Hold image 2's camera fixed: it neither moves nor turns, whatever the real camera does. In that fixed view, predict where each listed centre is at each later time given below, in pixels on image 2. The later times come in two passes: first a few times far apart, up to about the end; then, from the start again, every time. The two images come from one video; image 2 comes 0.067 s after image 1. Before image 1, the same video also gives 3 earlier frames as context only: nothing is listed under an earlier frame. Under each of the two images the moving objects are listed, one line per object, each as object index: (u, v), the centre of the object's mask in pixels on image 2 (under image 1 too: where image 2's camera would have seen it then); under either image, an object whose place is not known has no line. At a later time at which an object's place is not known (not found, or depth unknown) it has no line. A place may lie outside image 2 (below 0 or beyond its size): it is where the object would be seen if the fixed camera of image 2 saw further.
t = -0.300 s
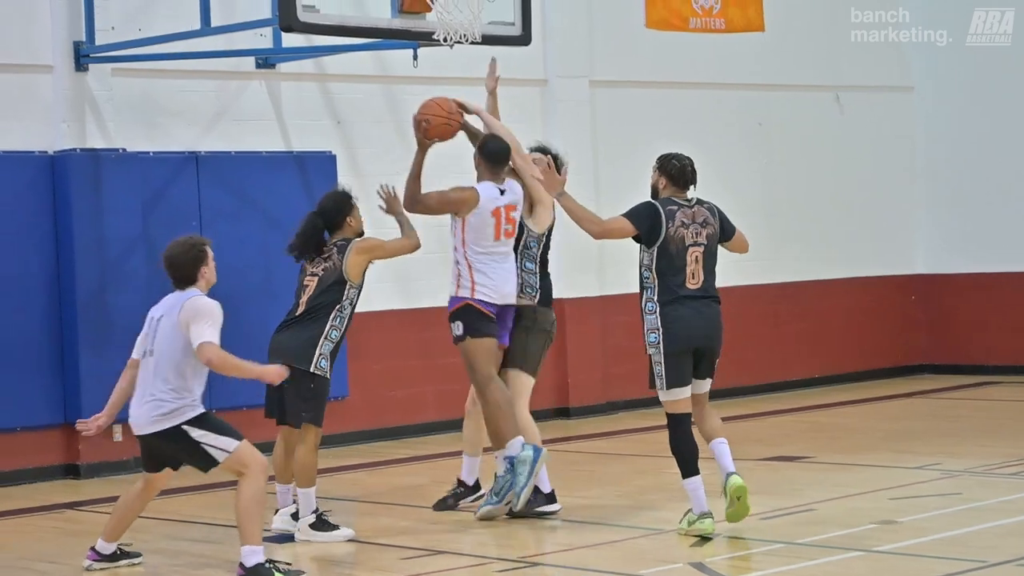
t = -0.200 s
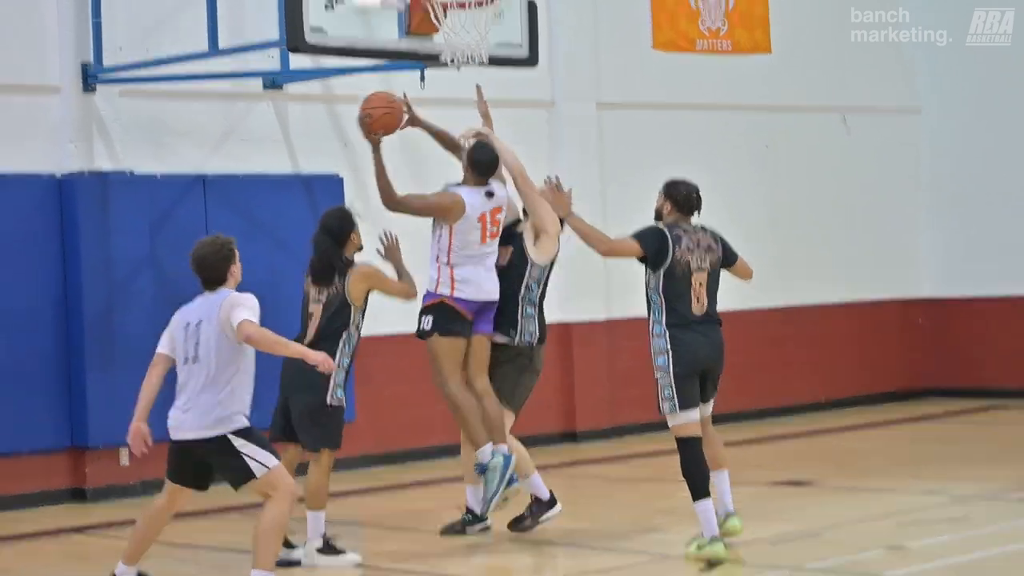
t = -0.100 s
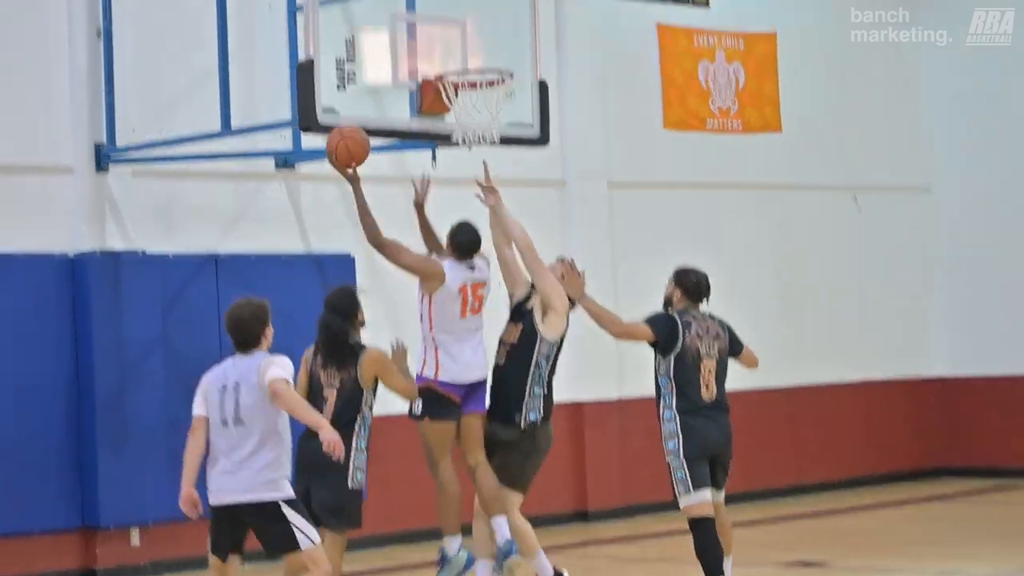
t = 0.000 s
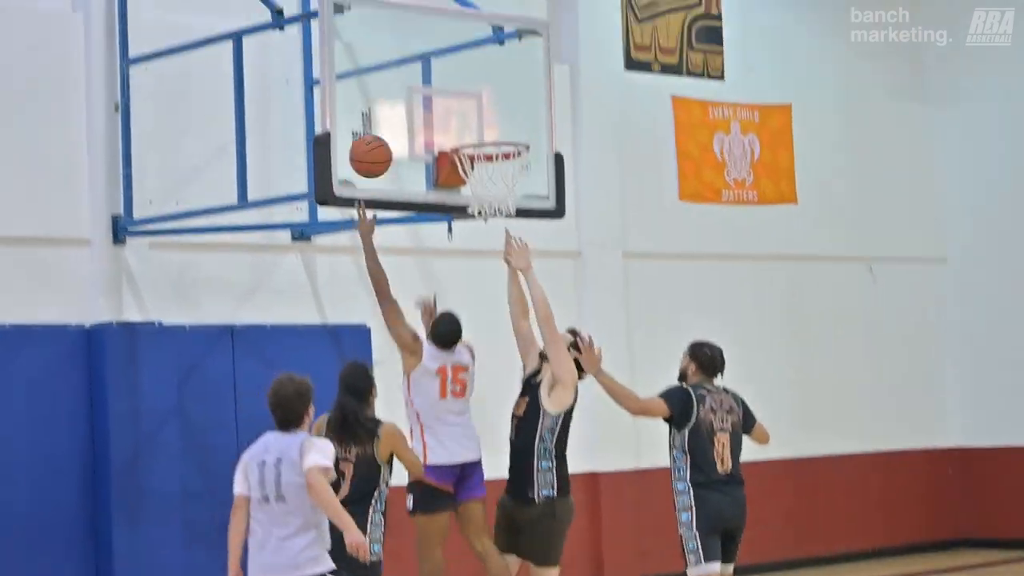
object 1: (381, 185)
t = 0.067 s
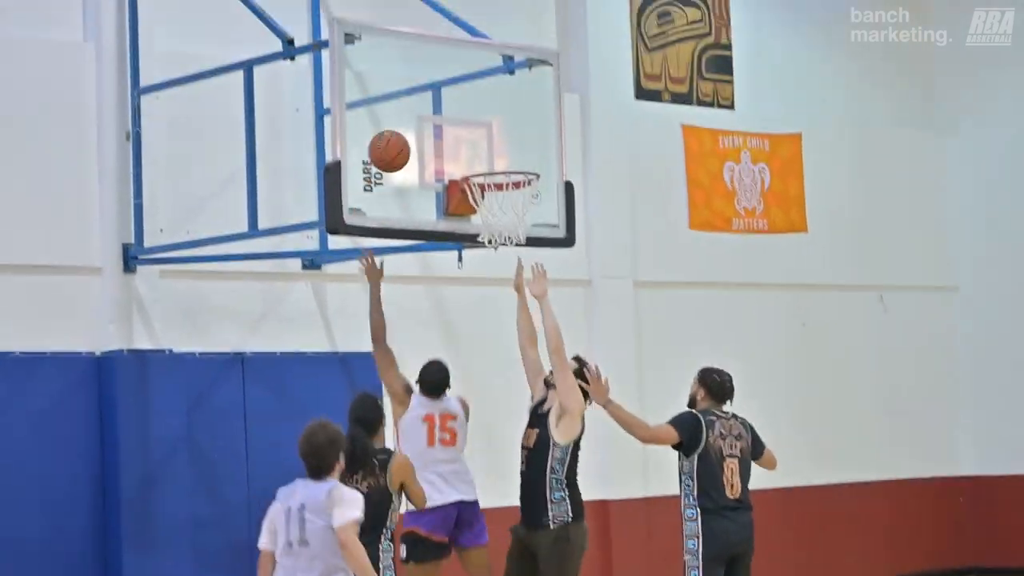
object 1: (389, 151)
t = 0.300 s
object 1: (420, 98)
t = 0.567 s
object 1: (457, 149)
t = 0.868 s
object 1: (503, 155)
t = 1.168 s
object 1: (483, 223)
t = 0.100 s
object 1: (393, 137)
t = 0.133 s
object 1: (398, 126)
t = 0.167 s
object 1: (402, 117)
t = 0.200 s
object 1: (407, 109)
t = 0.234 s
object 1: (411, 104)
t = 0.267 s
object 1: (415, 100)
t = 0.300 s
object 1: (420, 98)
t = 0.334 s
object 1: (424, 99)
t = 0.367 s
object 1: (428, 101)
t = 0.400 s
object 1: (433, 105)
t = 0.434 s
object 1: (438, 110)
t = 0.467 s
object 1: (443, 117)
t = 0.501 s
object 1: (447, 126)
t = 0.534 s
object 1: (452, 137)
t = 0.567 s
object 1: (457, 149)
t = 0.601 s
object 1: (463, 157)
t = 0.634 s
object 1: (469, 161)
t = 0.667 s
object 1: (474, 156)
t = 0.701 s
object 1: (479, 153)
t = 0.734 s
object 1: (484, 150)
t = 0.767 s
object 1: (488, 149)
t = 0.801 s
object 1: (493, 150)
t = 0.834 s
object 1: (498, 153)
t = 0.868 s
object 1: (503, 155)
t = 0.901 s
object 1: (508, 163)
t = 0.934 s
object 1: (513, 171)
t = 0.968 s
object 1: (510, 176)
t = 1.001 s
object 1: (504, 183)
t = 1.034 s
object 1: (499, 192)
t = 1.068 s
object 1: (494, 201)
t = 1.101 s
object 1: (488, 211)
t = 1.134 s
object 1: (485, 219)
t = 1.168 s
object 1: (483, 223)
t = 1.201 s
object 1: (483, 234)
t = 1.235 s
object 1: (482, 236)
